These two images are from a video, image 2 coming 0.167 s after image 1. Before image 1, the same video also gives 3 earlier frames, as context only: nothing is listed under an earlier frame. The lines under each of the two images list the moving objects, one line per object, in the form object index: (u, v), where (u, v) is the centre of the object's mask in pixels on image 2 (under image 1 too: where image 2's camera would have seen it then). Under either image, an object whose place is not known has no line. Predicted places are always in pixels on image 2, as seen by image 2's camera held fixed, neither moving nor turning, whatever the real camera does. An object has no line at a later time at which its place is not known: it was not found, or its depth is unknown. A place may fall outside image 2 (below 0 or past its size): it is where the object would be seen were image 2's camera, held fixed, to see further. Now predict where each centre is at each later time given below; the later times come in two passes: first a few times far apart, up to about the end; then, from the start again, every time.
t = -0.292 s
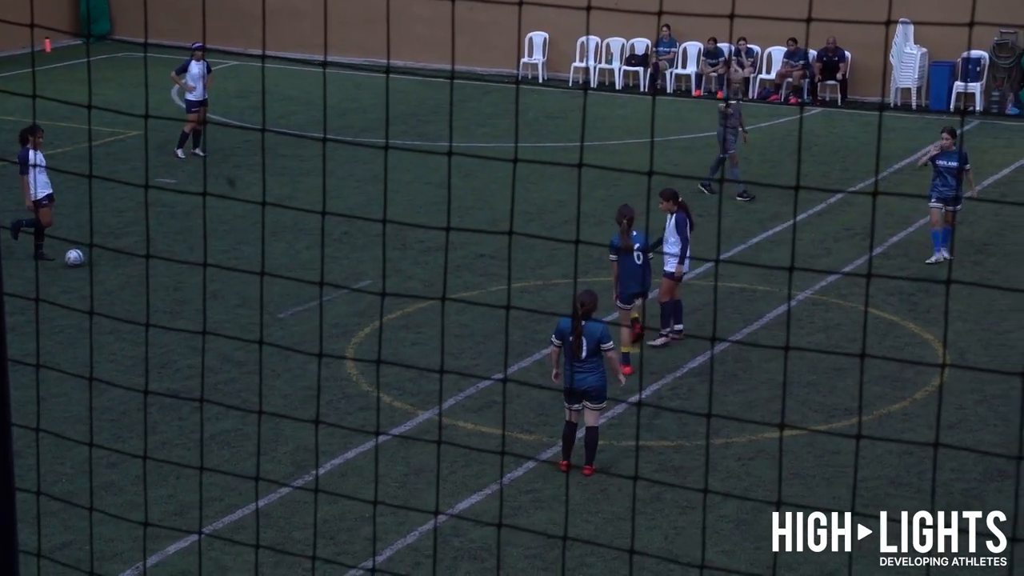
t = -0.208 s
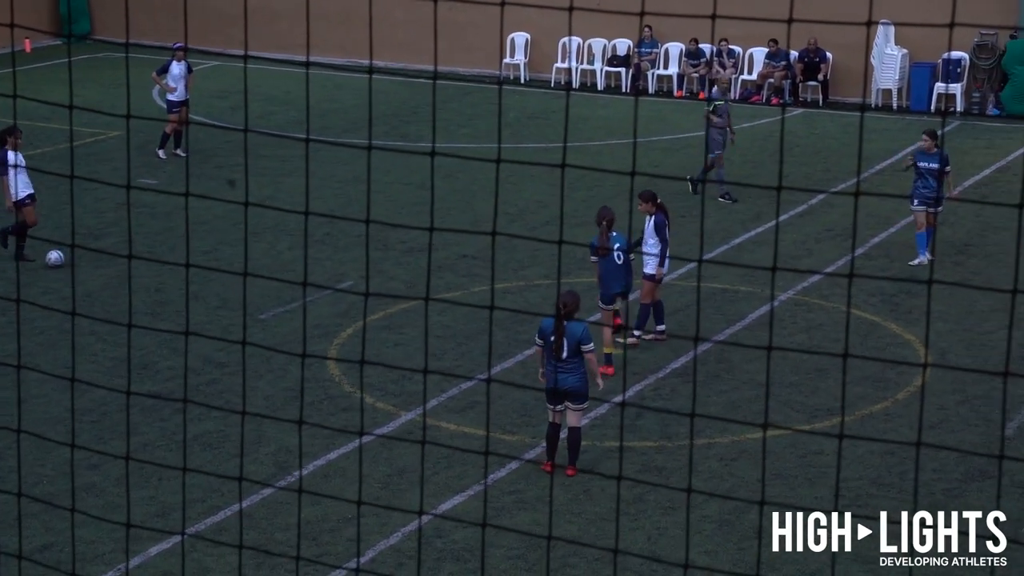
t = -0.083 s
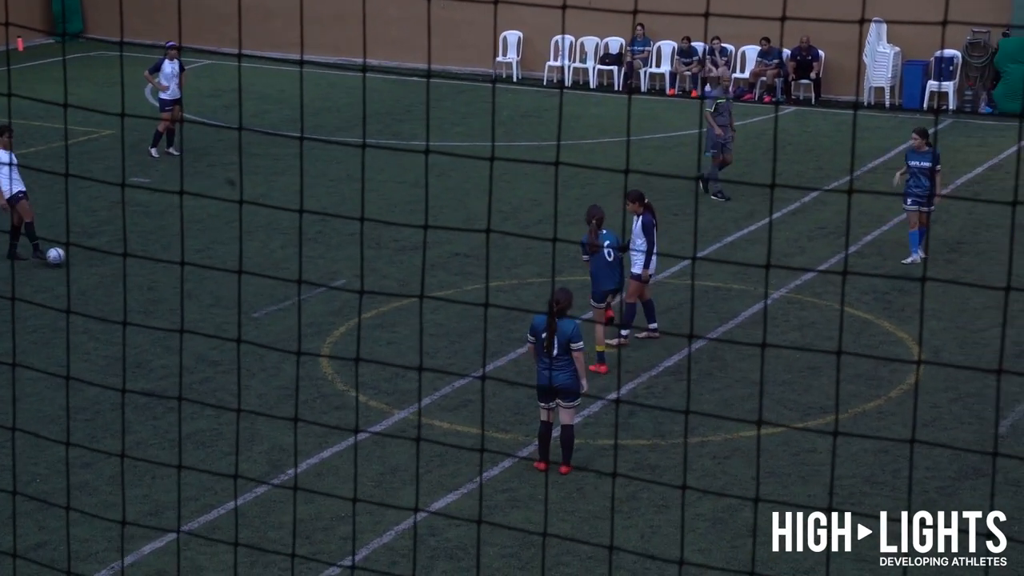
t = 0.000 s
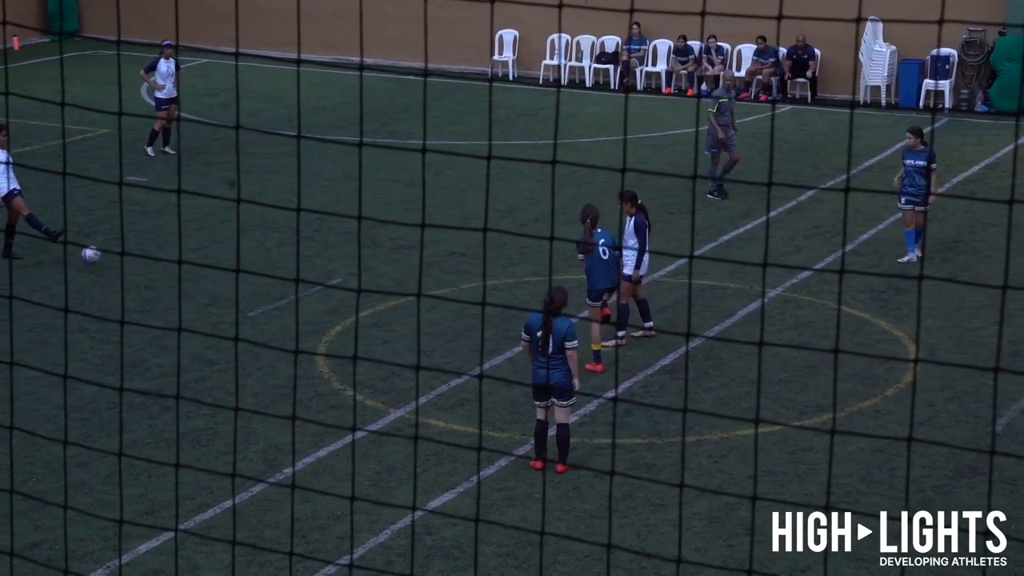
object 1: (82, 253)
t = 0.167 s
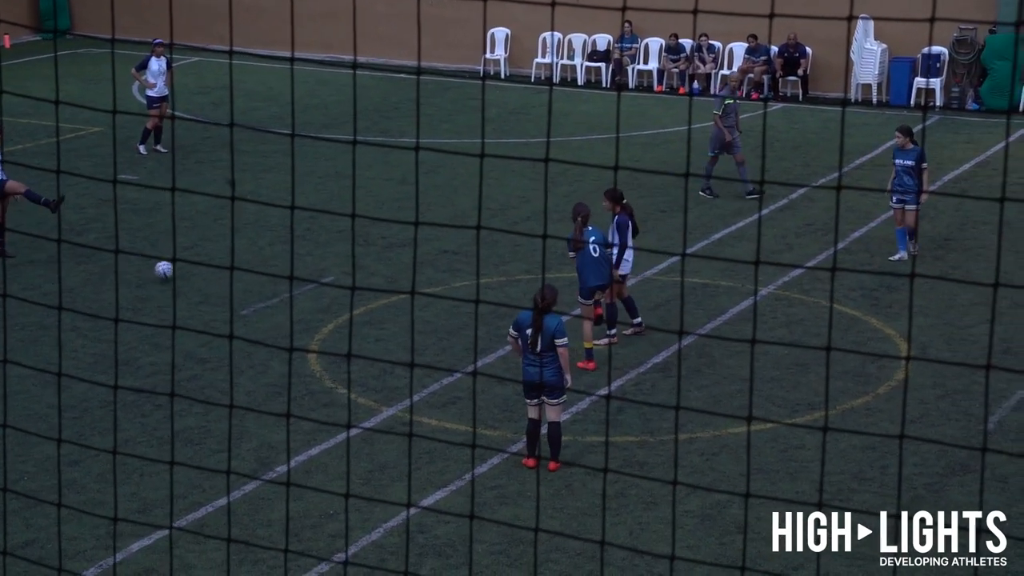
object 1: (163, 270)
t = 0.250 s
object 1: (198, 276)
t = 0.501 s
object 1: (282, 286)
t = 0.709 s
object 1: (343, 301)
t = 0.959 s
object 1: (413, 312)
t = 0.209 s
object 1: (183, 276)
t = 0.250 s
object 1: (198, 276)
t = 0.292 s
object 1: (213, 276)
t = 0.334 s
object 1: (227, 278)
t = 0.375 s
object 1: (243, 281)
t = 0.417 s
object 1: (257, 287)
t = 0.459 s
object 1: (270, 288)
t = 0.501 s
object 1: (282, 286)
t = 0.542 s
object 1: (294, 286)
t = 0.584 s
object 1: (307, 289)
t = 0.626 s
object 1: (318, 293)
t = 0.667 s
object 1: (330, 299)
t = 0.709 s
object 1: (343, 301)
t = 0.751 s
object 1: (355, 300)
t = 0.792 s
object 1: (366, 303)
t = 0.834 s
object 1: (378, 306)
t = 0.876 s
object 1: (390, 310)
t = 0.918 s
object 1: (402, 310)
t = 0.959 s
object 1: (413, 312)
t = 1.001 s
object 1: (425, 315)
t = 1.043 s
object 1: (437, 319)
